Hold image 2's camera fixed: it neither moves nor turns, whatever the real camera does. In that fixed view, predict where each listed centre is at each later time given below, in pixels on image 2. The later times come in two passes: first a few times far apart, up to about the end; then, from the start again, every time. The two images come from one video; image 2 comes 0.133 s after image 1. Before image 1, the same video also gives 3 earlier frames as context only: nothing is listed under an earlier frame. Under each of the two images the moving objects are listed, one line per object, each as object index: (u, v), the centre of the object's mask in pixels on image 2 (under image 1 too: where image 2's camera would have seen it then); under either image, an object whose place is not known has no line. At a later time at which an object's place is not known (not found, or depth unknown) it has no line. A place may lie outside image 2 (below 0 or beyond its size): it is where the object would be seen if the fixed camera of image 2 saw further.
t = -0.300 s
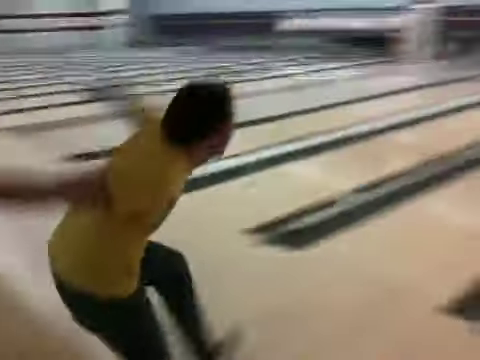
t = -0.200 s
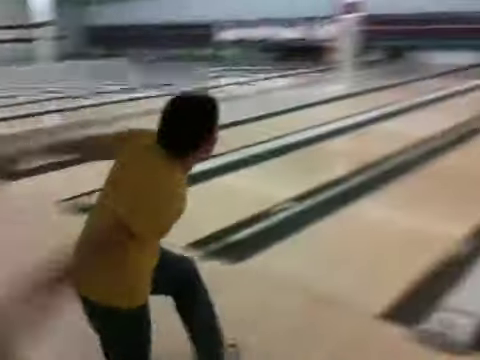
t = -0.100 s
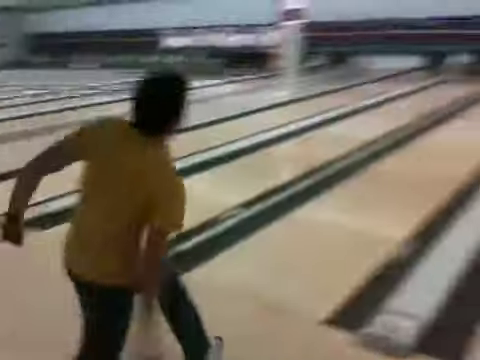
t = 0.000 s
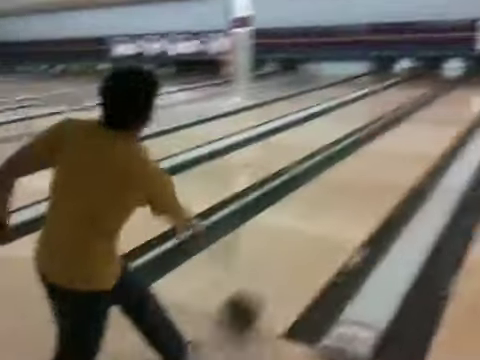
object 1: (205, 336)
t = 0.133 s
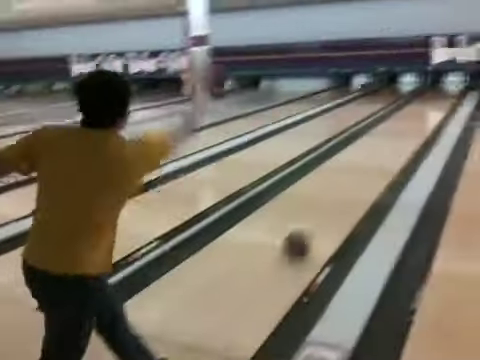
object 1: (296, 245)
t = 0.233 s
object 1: (335, 204)
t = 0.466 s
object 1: (384, 152)
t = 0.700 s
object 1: (409, 124)
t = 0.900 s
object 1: (423, 110)
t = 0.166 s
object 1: (310, 230)
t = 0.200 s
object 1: (323, 216)
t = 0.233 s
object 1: (335, 204)
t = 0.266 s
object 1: (344, 195)
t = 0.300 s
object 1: (352, 186)
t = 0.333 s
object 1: (360, 178)
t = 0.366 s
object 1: (367, 170)
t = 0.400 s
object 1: (373, 164)
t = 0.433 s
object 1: (379, 158)
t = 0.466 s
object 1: (384, 152)
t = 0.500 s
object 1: (388, 147)
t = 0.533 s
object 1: (392, 142)
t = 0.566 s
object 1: (397, 138)
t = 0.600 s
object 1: (400, 134)
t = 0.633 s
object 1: (404, 130)
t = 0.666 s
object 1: (407, 127)
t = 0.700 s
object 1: (409, 124)
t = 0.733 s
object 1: (412, 121)
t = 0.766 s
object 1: (415, 118)
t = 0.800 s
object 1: (417, 116)
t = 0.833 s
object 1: (420, 114)
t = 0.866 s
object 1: (421, 112)
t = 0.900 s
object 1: (423, 110)
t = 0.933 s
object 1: (425, 109)
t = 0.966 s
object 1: (426, 107)
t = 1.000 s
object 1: (428, 106)
